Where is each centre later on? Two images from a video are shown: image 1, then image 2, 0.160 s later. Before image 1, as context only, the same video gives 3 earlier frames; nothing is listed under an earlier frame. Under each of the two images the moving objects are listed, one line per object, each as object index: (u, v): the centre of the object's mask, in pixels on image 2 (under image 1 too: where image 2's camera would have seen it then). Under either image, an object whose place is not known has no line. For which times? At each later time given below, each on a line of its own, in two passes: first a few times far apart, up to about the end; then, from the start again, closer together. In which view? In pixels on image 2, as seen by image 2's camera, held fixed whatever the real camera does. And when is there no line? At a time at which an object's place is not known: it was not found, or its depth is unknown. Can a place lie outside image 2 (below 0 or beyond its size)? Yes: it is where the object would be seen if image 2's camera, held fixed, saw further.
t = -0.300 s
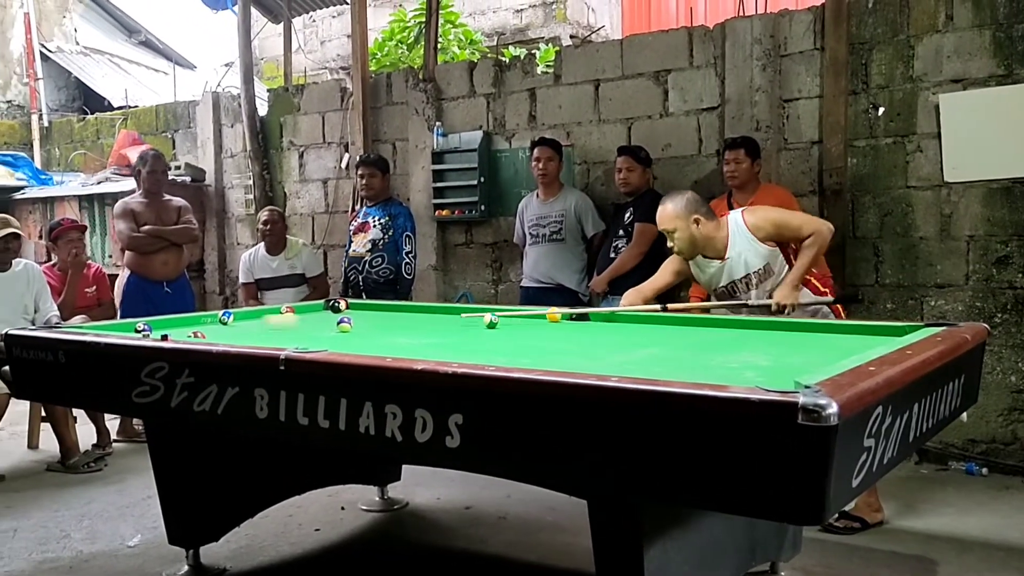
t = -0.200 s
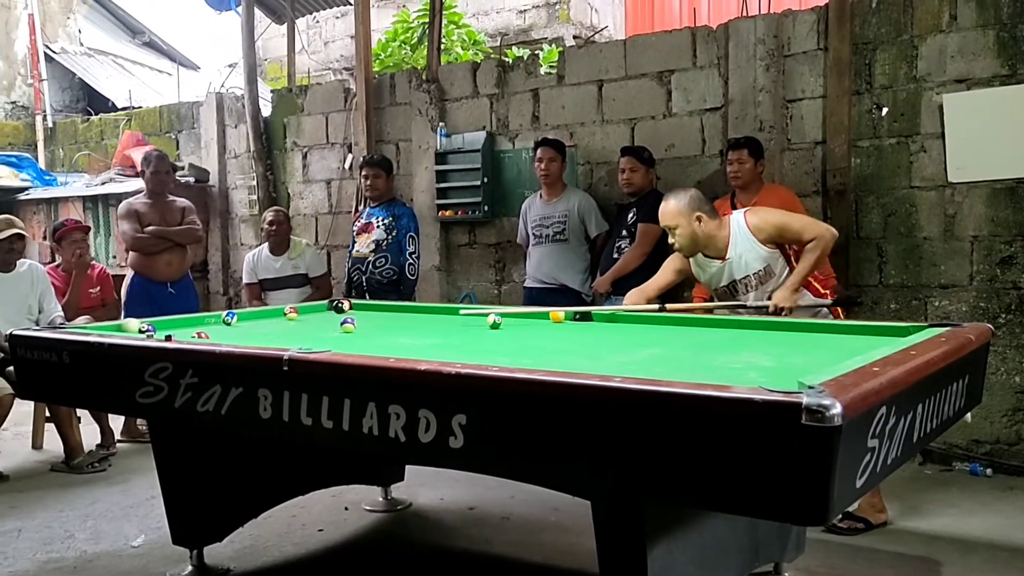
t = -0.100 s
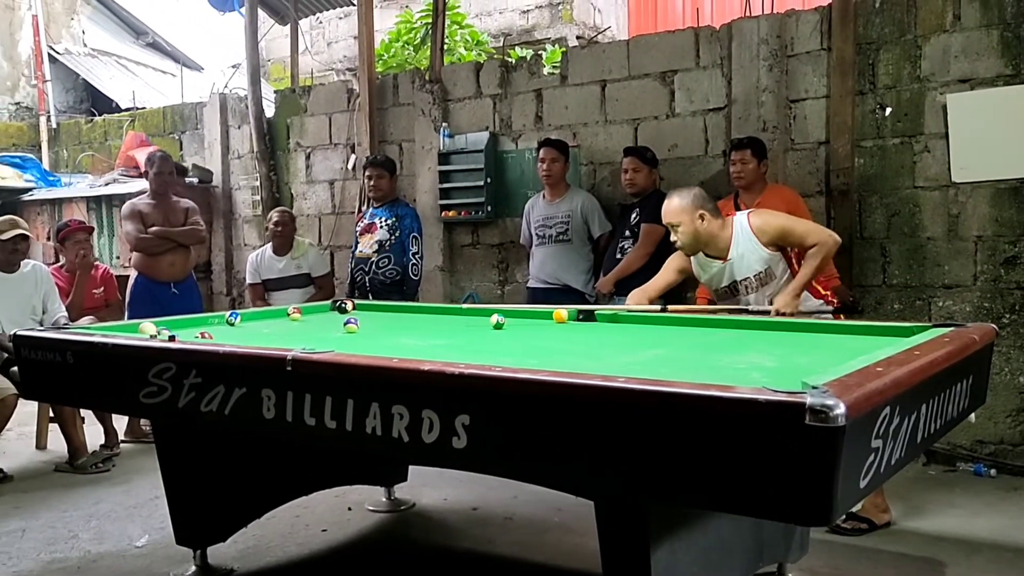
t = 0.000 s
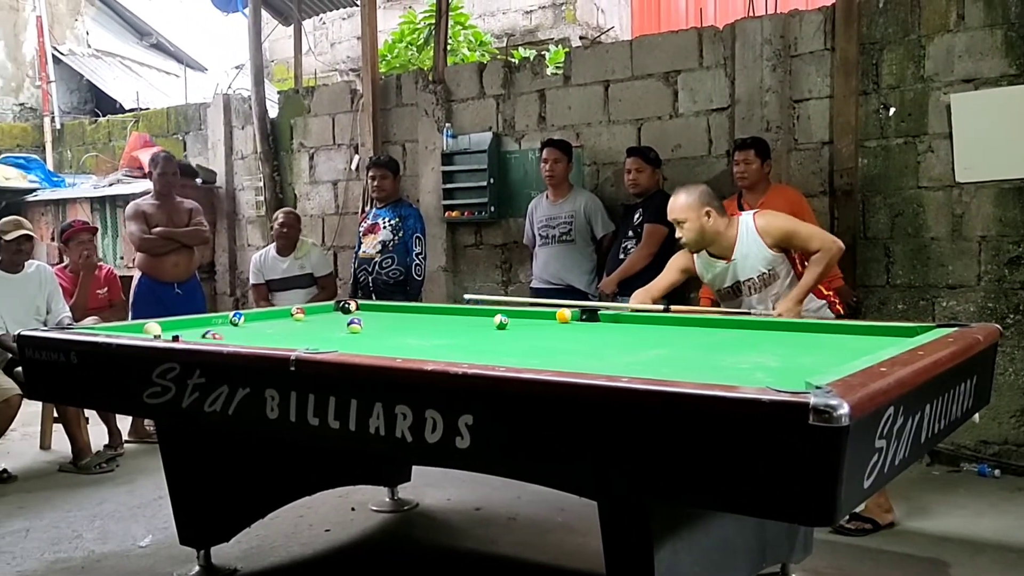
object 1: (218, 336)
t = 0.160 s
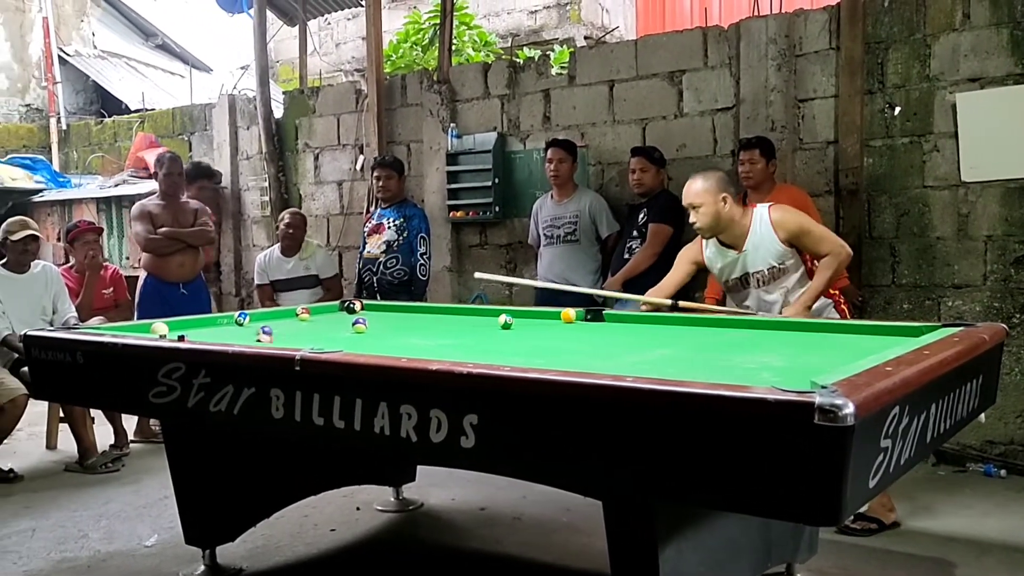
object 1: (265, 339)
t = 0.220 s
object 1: (280, 340)
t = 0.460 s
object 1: (341, 344)
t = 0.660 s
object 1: (393, 347)
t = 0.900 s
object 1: (458, 351)
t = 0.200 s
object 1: (275, 339)
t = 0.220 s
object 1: (280, 340)
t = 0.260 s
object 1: (290, 340)
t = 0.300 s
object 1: (300, 341)
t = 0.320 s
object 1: (305, 341)
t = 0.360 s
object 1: (316, 342)
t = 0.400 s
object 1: (326, 343)
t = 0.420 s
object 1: (331, 344)
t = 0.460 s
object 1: (341, 344)
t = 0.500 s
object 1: (351, 344)
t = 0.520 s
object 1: (356, 344)
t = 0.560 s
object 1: (367, 344)
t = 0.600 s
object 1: (378, 345)
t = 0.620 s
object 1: (383, 346)
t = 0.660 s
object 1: (393, 347)
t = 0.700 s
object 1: (404, 347)
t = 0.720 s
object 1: (409, 347)
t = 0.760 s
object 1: (420, 348)
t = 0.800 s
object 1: (431, 349)
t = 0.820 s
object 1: (436, 349)
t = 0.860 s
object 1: (447, 350)
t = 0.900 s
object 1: (458, 351)
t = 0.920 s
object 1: (463, 351)
